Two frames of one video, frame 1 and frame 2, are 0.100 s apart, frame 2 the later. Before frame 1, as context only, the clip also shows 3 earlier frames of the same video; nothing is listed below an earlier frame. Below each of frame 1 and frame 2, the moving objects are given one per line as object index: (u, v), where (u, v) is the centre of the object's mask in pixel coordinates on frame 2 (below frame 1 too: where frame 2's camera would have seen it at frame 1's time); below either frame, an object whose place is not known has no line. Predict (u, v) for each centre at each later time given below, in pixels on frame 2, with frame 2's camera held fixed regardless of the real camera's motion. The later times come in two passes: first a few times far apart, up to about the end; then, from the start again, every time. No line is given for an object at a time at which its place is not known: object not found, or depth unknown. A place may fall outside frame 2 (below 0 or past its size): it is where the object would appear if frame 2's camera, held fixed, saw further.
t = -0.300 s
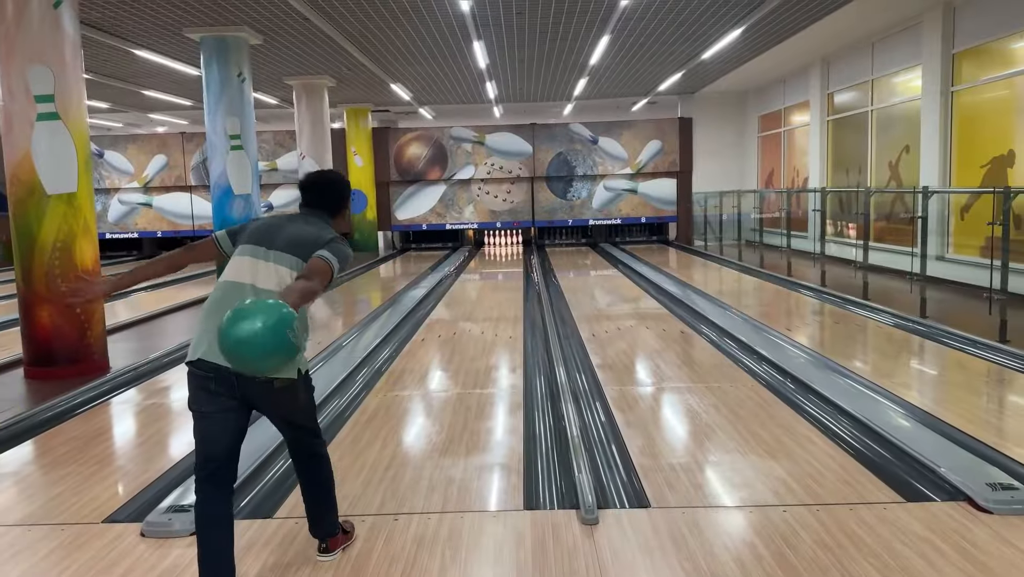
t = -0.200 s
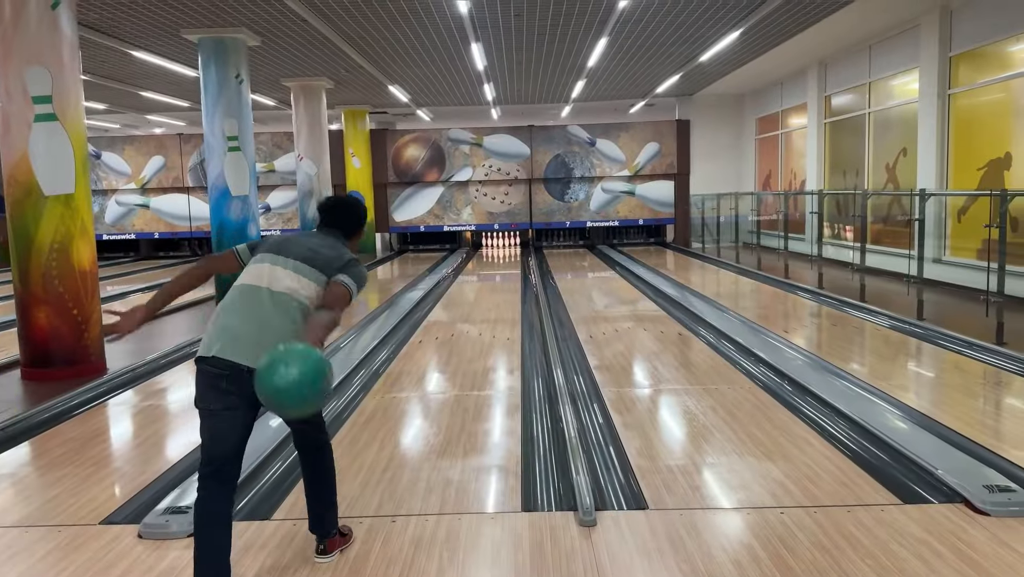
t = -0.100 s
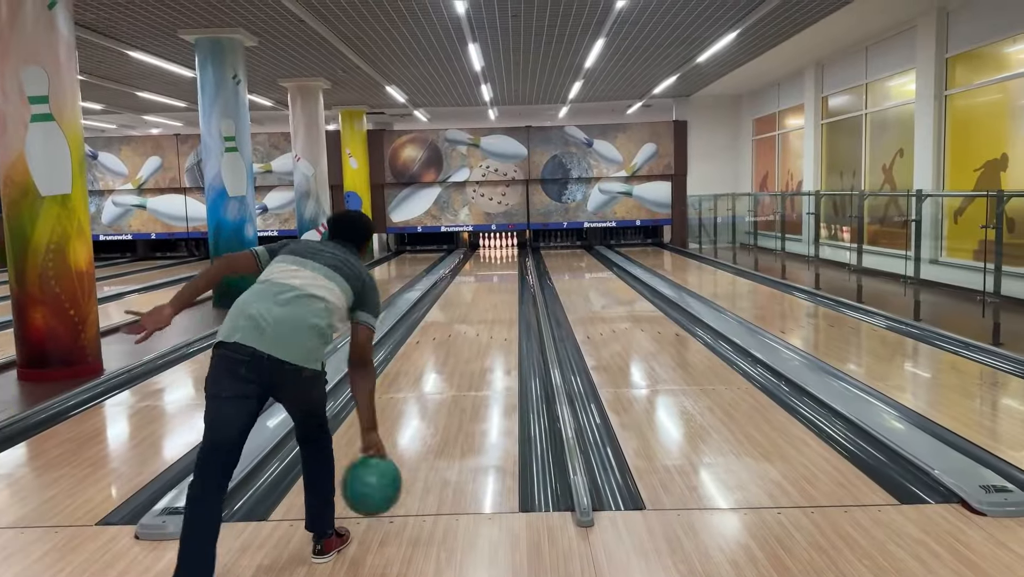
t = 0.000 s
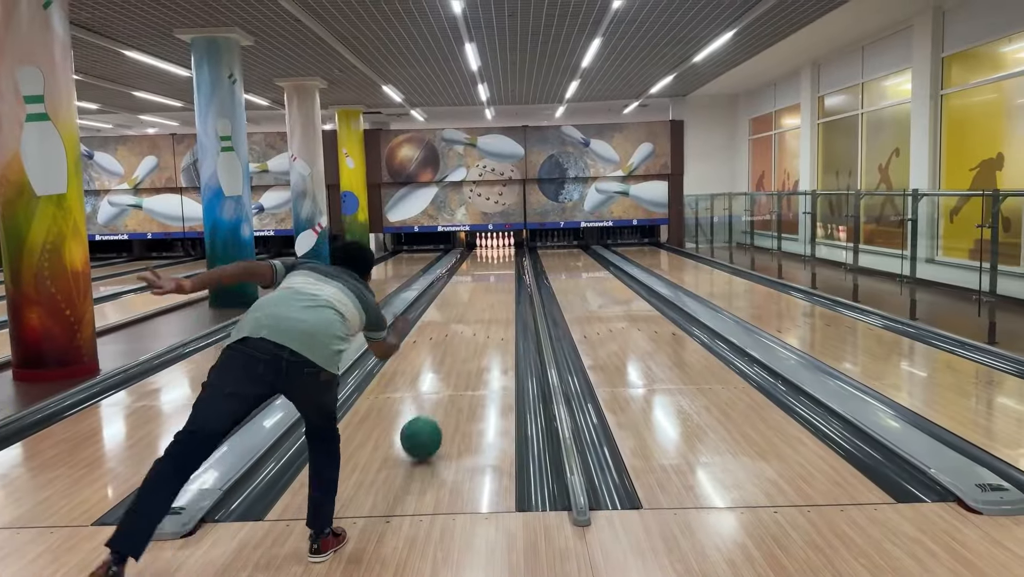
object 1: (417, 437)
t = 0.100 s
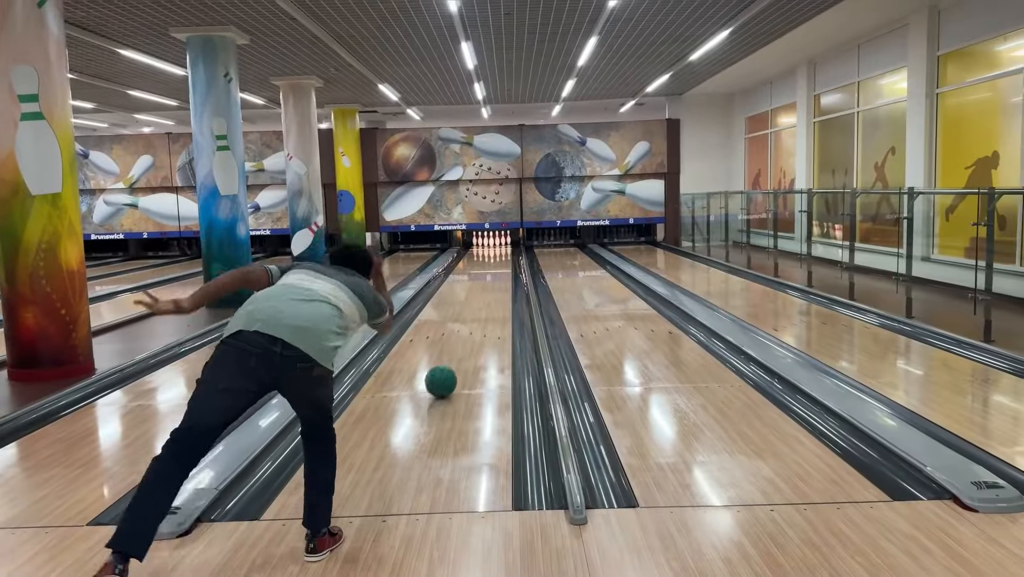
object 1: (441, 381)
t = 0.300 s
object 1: (464, 324)
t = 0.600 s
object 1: (480, 284)
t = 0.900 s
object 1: (488, 264)
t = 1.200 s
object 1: (492, 251)
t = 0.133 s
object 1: (446, 368)
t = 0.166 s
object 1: (451, 357)
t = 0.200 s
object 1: (455, 347)
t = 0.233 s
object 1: (458, 338)
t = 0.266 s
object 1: (461, 330)
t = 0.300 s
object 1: (464, 324)
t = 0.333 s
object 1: (467, 317)
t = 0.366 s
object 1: (469, 312)
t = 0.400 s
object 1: (471, 306)
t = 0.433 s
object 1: (473, 302)
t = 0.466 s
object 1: (475, 298)
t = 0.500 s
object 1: (476, 294)
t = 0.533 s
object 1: (477, 290)
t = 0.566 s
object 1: (479, 287)
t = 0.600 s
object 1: (480, 284)
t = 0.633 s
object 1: (481, 281)
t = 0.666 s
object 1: (482, 278)
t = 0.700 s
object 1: (483, 276)
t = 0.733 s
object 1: (484, 273)
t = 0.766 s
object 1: (485, 271)
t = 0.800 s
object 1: (485, 269)
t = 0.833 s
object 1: (487, 267)
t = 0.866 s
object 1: (487, 266)
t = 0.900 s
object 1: (488, 264)
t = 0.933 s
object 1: (489, 262)
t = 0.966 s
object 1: (489, 260)
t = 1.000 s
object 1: (490, 259)
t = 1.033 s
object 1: (490, 258)
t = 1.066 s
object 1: (491, 255)
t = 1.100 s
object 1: (492, 254)
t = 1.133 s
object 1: (492, 253)
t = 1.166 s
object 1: (492, 252)
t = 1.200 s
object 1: (492, 251)
